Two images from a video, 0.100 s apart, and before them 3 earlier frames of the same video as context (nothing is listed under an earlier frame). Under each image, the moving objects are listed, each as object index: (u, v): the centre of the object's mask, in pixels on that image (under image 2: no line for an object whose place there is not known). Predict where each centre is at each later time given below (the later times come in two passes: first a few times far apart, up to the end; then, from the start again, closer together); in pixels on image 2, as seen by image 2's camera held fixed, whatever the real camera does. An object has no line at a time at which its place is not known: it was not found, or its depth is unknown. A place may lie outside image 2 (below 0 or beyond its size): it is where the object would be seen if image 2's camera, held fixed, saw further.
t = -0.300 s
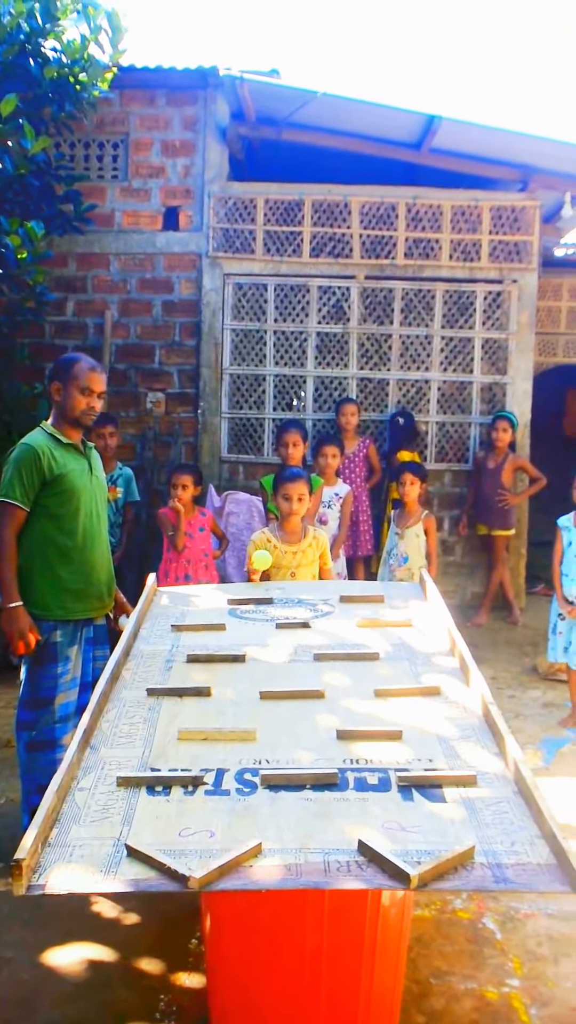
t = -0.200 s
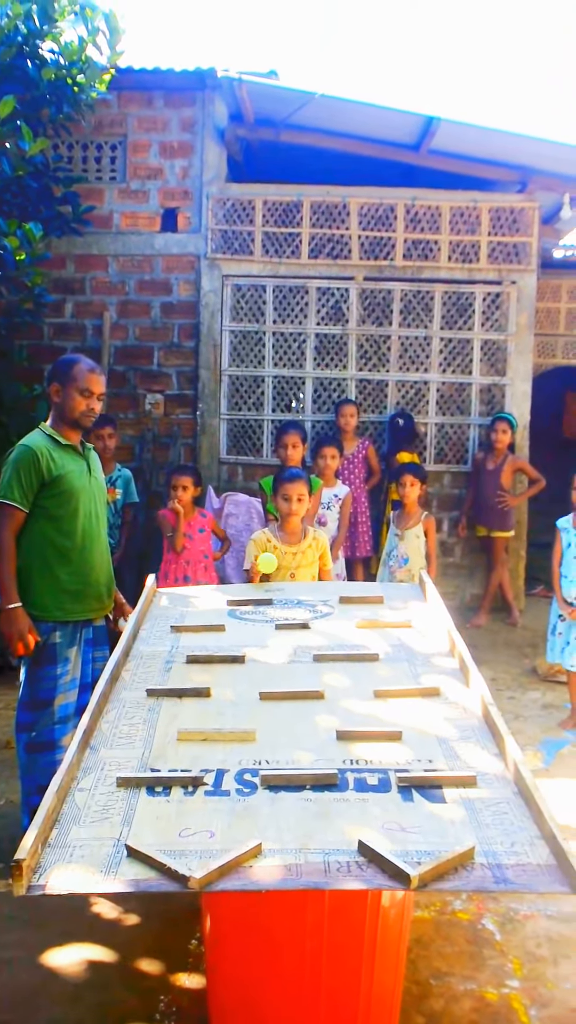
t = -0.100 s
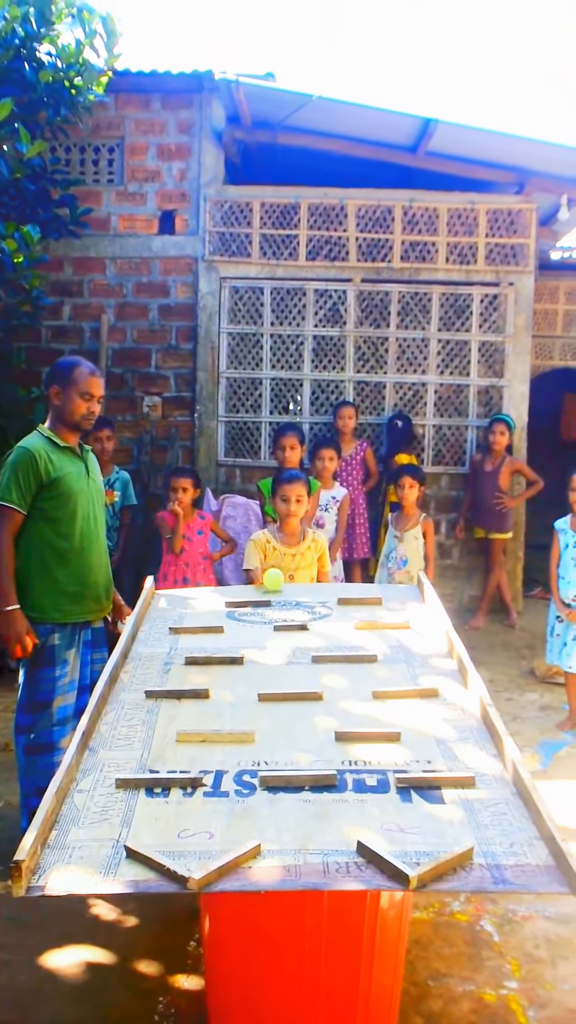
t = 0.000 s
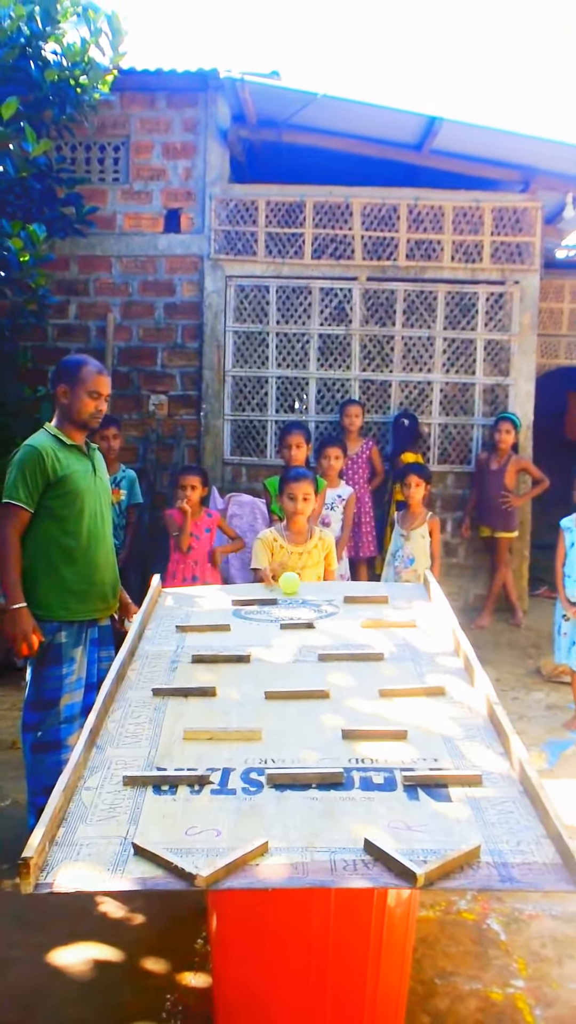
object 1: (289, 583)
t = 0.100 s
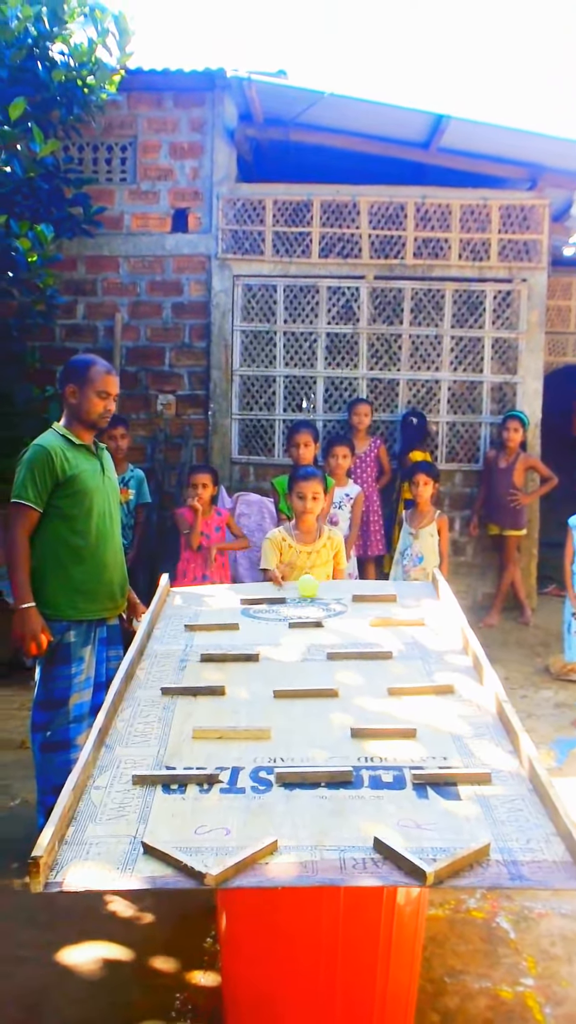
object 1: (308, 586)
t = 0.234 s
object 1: (320, 592)
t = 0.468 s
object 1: (343, 609)
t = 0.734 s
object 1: (373, 636)
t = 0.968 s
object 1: (406, 645)
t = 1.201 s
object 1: (451, 660)
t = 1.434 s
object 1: (465, 676)
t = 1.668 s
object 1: (481, 700)
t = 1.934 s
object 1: (496, 738)
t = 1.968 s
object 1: (498, 744)
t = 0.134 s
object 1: (311, 587)
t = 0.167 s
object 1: (314, 589)
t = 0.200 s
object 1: (316, 591)
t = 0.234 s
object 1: (320, 592)
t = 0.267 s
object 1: (323, 594)
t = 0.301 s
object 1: (326, 596)
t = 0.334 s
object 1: (329, 599)
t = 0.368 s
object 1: (333, 600)
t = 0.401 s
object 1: (336, 603)
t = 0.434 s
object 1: (340, 606)
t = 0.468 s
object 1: (343, 609)
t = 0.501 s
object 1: (346, 612)
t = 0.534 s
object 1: (355, 623)
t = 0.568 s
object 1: (354, 629)
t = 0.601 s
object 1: (360, 632)
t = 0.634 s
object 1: (362, 630)
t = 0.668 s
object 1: (365, 634)
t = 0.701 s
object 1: (369, 635)
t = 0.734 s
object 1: (373, 636)
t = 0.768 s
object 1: (377, 637)
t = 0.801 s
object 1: (382, 639)
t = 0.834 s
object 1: (387, 632)
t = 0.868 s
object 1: (392, 631)
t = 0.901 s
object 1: (396, 634)
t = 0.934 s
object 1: (400, 641)
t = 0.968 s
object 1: (406, 645)
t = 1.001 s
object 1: (412, 649)
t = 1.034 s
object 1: (418, 651)
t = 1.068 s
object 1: (425, 653)
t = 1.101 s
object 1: (432, 654)
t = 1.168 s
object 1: (445, 659)
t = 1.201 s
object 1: (451, 660)
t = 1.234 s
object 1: (458, 661)
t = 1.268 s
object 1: (463, 663)
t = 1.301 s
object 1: (463, 665)
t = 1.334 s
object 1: (462, 667)
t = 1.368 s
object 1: (462, 670)
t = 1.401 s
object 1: (464, 673)
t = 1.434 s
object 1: (465, 676)
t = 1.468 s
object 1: (467, 677)
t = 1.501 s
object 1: (471, 685)
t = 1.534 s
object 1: (474, 689)
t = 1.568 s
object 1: (475, 691)
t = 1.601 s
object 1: (476, 692)
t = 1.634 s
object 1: (478, 696)
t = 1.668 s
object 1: (481, 700)
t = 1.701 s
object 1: (482, 703)
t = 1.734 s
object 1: (485, 708)
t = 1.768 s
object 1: (487, 712)
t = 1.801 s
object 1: (490, 717)
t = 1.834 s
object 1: (491, 722)
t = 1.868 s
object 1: (493, 727)
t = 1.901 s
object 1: (494, 733)
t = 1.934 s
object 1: (496, 738)
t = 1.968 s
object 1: (498, 744)
